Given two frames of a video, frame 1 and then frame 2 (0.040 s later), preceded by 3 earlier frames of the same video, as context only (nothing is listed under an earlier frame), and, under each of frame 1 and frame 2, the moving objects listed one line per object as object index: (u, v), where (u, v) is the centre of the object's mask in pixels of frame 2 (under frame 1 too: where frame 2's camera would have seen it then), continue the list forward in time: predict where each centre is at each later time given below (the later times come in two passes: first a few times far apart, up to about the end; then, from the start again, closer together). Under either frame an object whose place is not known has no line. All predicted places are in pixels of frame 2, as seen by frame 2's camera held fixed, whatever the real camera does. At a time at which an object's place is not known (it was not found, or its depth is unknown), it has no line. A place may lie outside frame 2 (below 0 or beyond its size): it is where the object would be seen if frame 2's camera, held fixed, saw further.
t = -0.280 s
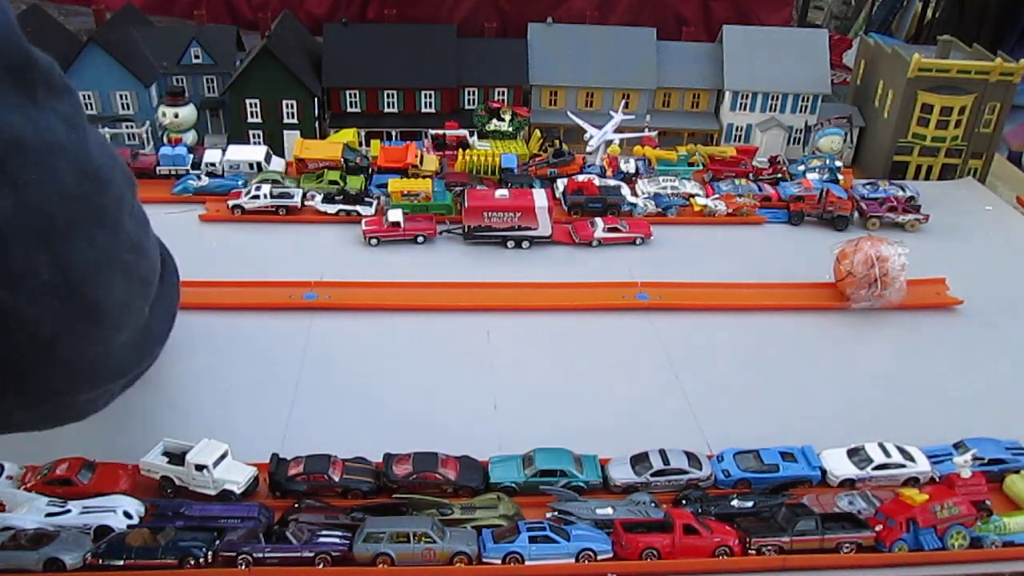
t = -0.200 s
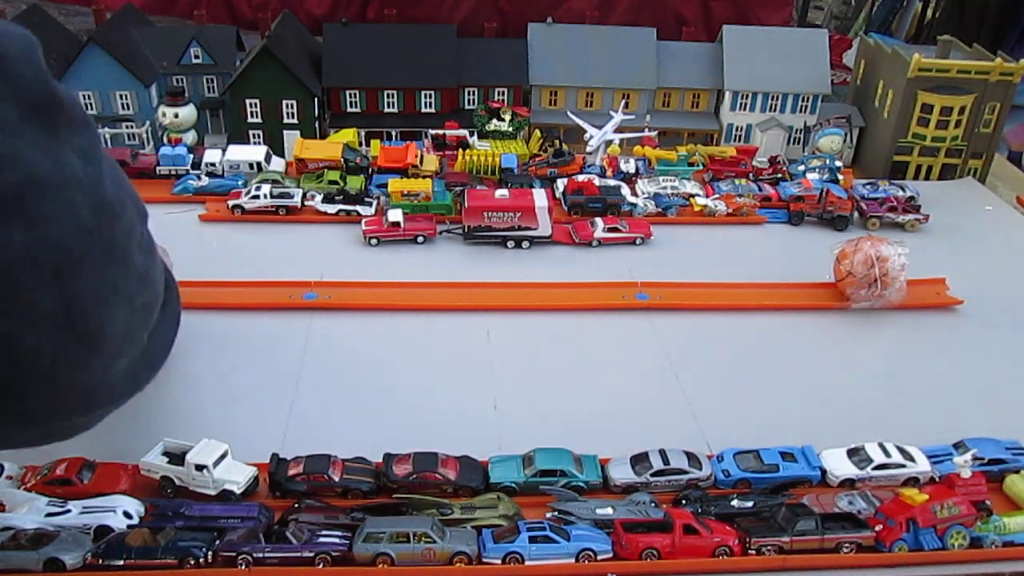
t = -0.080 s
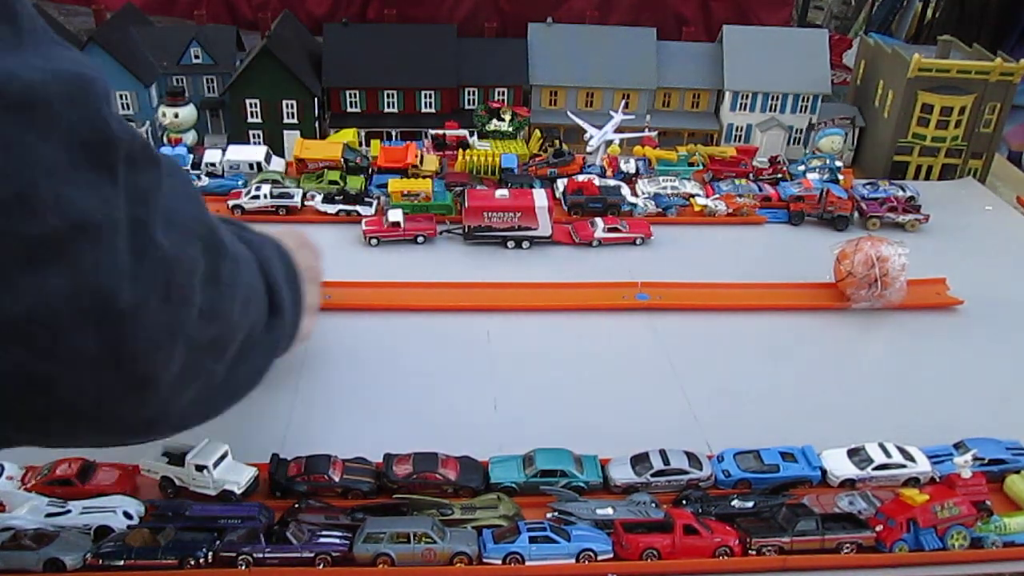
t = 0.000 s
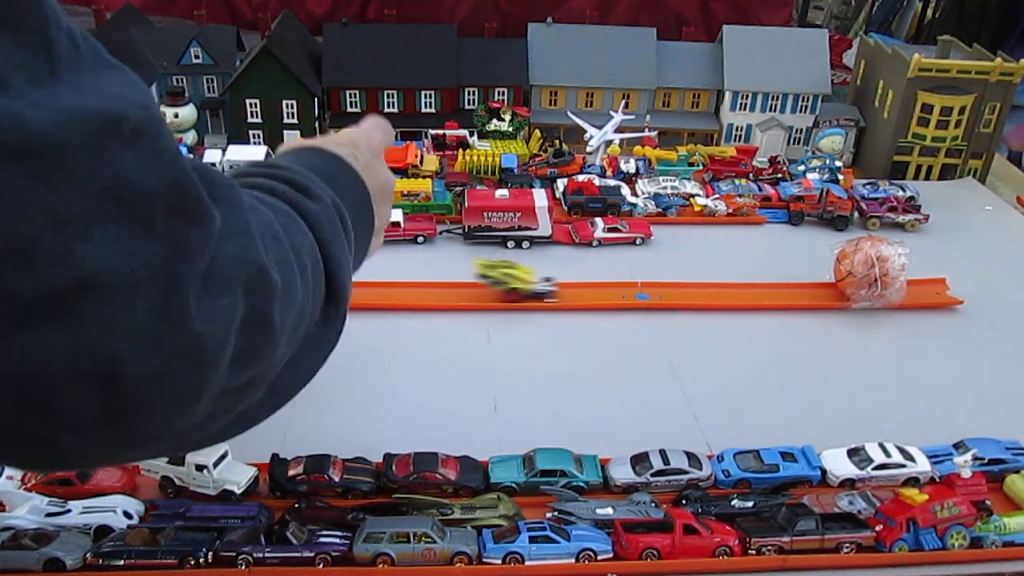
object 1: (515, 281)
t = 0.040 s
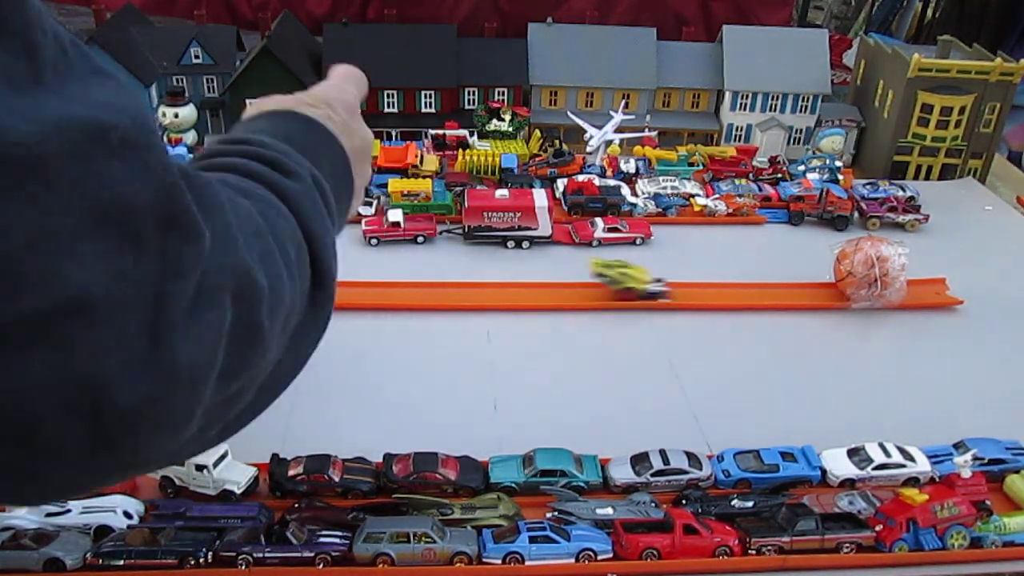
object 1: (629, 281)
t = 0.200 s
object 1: (745, 270)
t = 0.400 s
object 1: (636, 273)
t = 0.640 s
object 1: (575, 281)
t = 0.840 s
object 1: (541, 282)
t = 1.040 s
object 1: (514, 282)
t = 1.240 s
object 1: (500, 282)
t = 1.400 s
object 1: (497, 282)
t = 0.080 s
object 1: (739, 281)
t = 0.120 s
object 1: (804, 275)
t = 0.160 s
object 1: (774, 264)
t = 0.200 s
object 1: (745, 270)
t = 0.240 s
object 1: (717, 273)
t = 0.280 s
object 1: (692, 274)
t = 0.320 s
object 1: (669, 273)
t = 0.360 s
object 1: (650, 272)
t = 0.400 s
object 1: (636, 273)
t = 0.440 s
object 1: (623, 271)
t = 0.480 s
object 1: (610, 270)
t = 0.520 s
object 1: (598, 277)
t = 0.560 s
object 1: (588, 281)
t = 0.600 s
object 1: (581, 282)
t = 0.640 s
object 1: (575, 281)
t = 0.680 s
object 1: (567, 281)
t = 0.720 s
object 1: (560, 281)
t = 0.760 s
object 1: (554, 281)
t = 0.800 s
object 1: (547, 282)
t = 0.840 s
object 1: (541, 282)
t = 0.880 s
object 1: (534, 282)
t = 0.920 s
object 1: (529, 282)
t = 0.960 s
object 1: (523, 282)
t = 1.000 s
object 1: (518, 282)
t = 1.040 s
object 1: (514, 282)
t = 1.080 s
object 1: (510, 282)
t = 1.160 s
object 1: (504, 282)
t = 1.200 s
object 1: (501, 282)
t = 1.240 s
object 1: (500, 282)
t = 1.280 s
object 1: (498, 282)
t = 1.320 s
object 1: (497, 282)
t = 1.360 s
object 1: (497, 282)
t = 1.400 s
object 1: (497, 282)
